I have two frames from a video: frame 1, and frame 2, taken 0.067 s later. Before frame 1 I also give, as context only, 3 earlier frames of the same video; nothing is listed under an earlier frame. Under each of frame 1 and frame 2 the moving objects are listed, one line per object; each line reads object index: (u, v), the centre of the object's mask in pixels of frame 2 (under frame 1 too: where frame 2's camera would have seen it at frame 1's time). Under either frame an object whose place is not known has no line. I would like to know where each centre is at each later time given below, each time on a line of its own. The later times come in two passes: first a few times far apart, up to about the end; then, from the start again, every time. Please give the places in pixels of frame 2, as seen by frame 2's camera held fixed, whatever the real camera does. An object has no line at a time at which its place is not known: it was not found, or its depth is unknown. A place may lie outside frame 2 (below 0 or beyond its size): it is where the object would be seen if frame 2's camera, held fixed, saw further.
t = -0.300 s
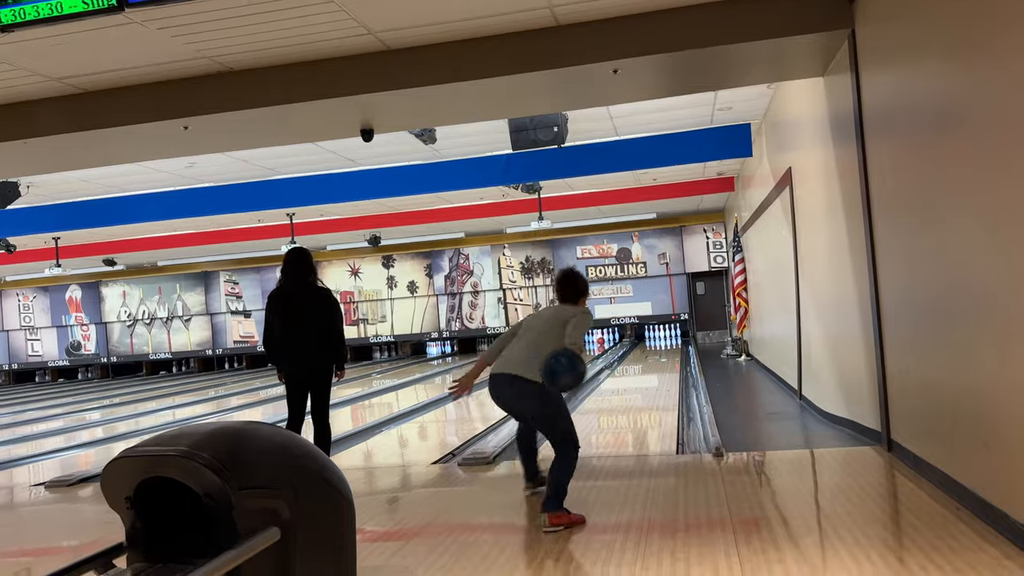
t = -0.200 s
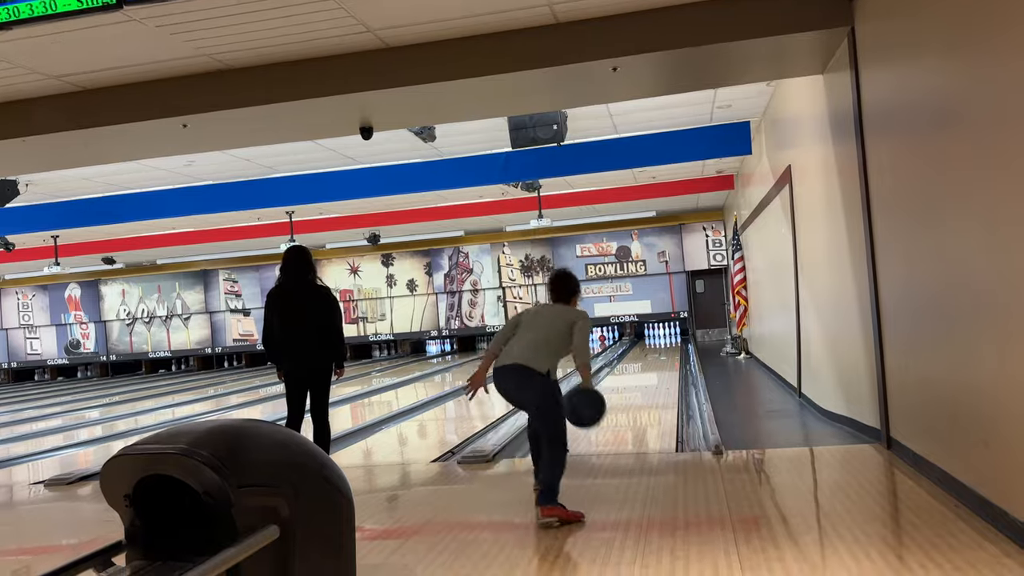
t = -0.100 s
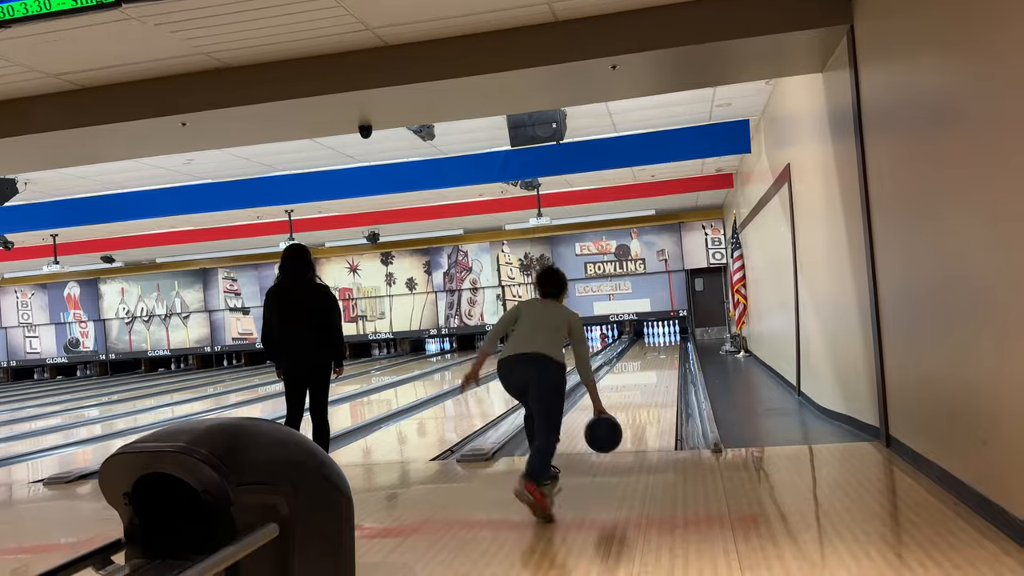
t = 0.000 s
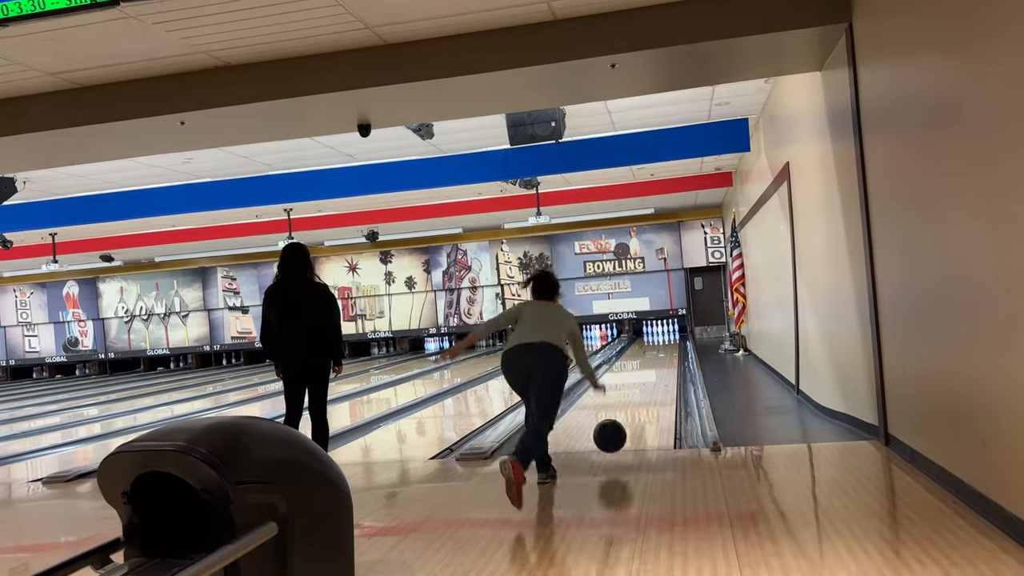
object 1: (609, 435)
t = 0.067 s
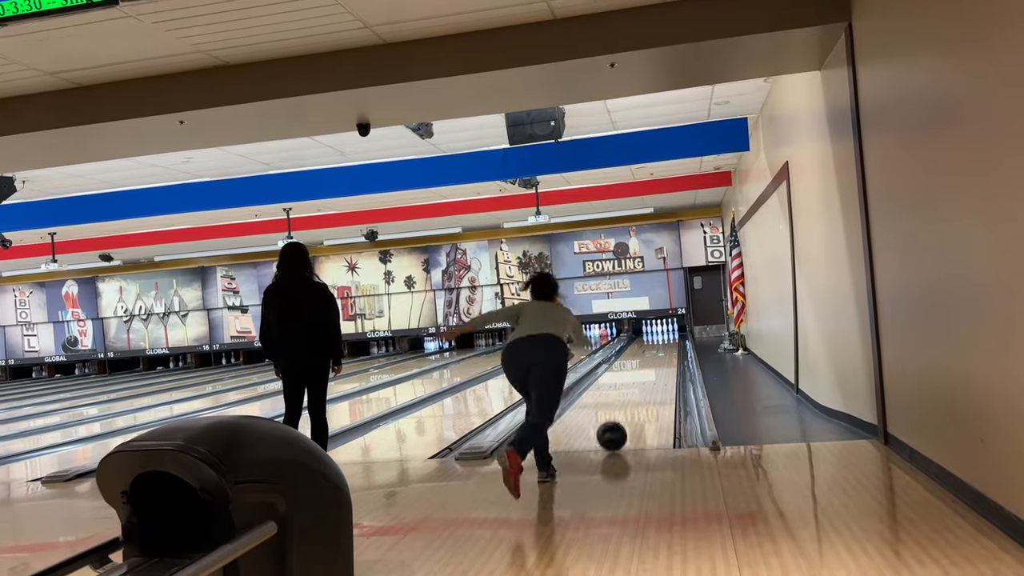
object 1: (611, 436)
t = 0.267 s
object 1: (615, 411)
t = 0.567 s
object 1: (619, 386)
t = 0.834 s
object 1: (621, 372)
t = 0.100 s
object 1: (612, 428)
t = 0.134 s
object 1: (613, 423)
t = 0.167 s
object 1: (614, 420)
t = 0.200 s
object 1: (614, 418)
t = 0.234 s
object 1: (615, 414)
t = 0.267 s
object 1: (615, 411)
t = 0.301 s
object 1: (616, 407)
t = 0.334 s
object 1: (616, 404)
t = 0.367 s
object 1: (617, 401)
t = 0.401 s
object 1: (617, 398)
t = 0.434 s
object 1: (617, 395)
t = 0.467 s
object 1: (618, 393)
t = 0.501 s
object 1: (618, 390)
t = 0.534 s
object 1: (618, 388)
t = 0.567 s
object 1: (619, 386)
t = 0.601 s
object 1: (619, 384)
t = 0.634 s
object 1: (619, 382)
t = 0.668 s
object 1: (620, 380)
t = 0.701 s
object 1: (620, 378)
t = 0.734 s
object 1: (620, 377)
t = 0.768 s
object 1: (620, 375)
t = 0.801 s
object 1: (621, 373)
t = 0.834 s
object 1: (621, 372)
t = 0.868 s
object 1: (621, 370)
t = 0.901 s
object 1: (621, 369)
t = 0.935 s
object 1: (622, 368)
